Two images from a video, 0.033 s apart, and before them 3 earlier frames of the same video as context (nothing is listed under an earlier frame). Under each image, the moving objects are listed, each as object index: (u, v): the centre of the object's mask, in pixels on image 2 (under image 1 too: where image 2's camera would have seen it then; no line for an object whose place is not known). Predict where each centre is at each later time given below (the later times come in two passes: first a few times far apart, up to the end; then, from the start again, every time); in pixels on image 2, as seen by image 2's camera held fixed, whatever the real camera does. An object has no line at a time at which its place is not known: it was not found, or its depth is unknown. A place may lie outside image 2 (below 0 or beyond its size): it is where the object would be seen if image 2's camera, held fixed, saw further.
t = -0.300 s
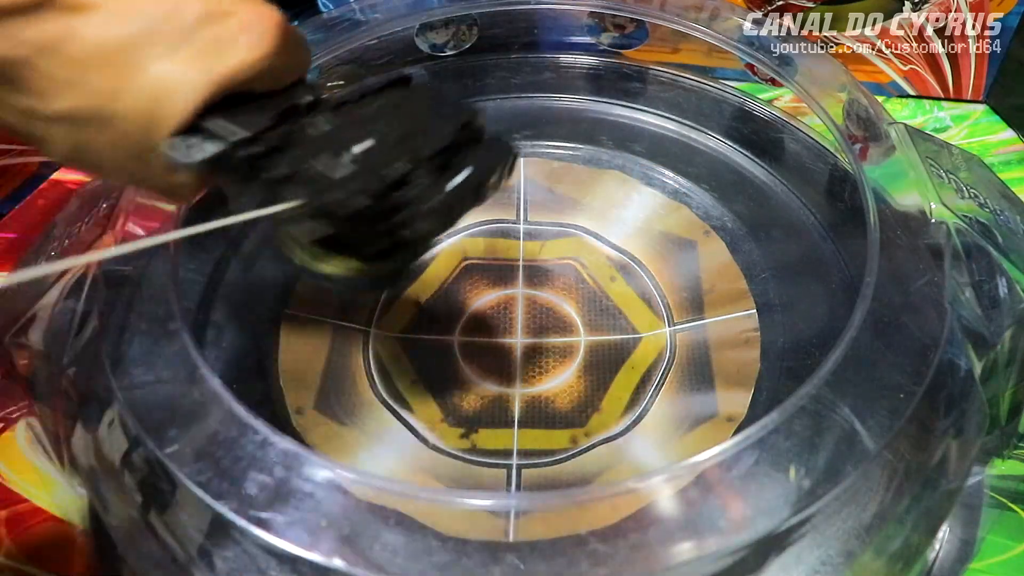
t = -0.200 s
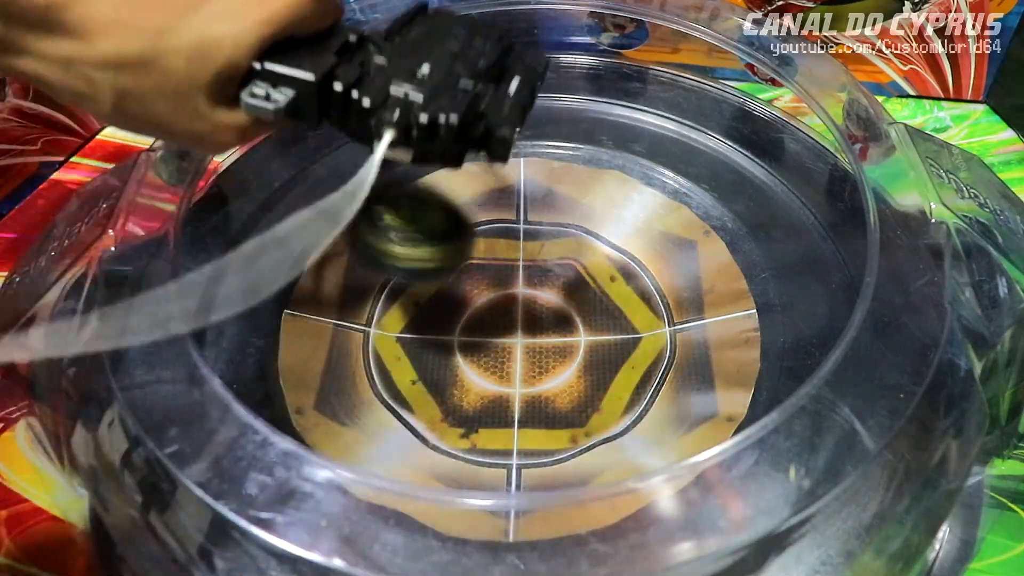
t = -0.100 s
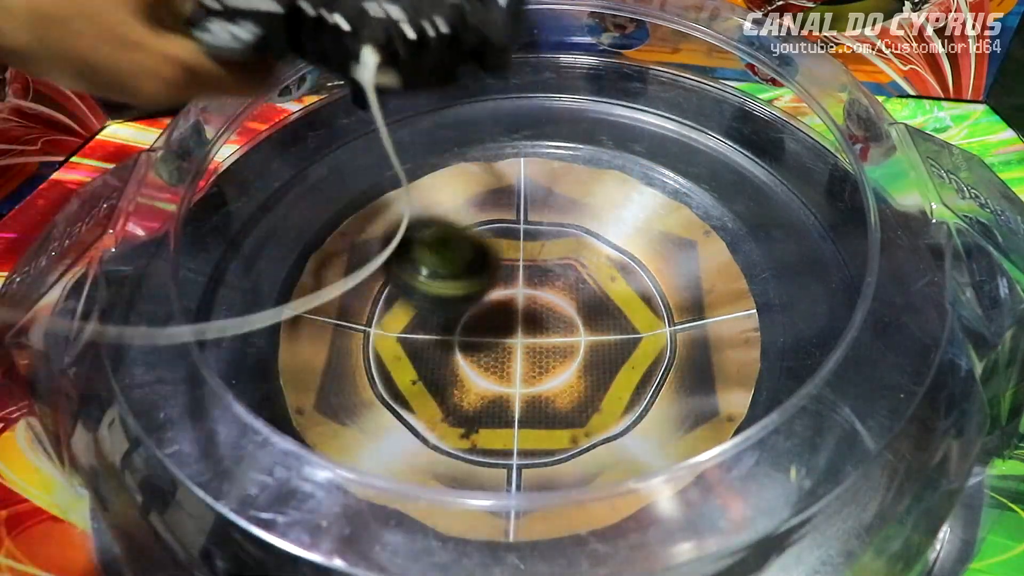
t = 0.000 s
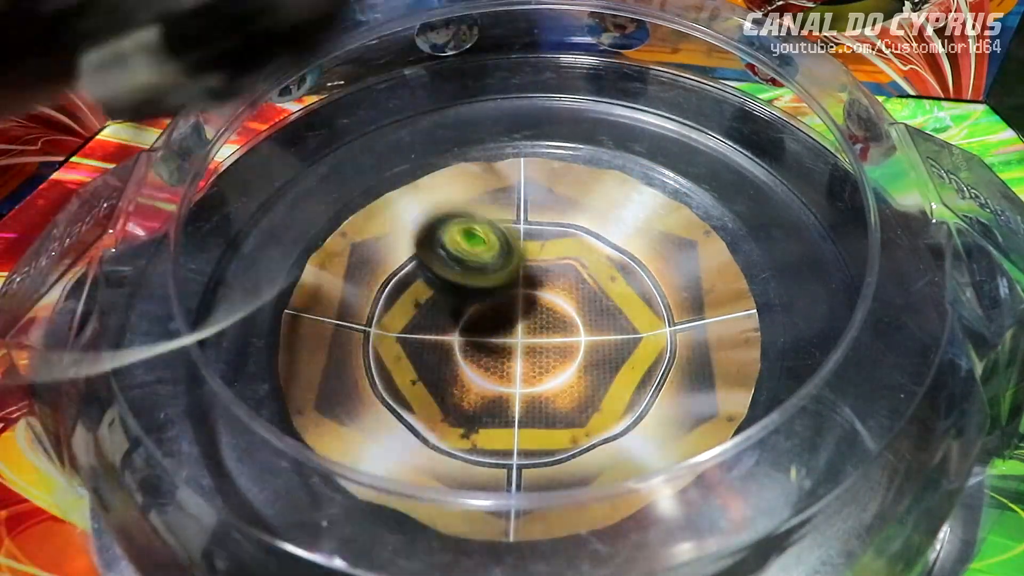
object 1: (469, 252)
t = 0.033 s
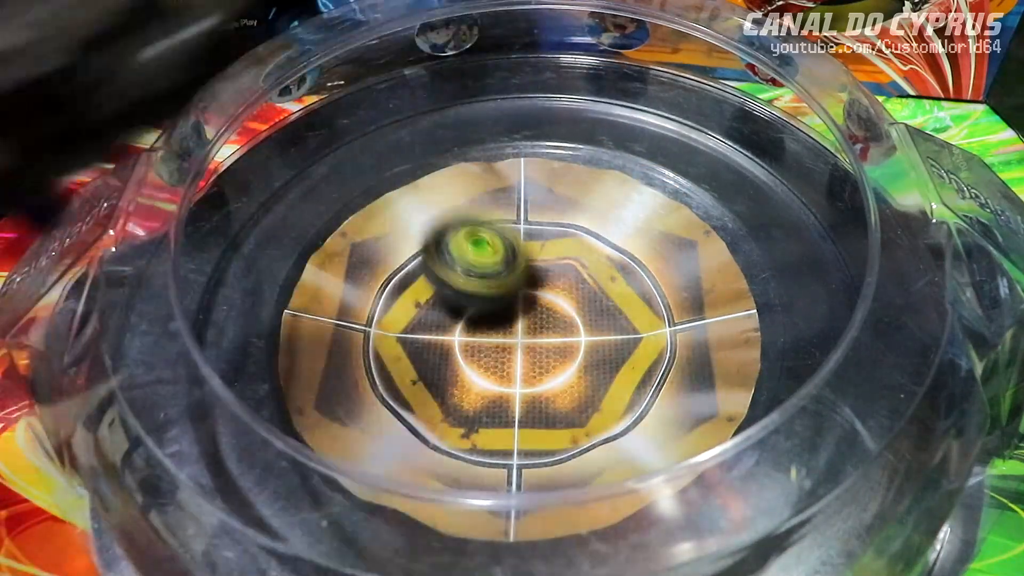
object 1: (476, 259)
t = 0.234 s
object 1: (429, 211)
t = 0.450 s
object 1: (283, 172)
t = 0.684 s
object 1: (359, 109)
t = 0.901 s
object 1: (346, 115)
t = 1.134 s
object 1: (466, 68)
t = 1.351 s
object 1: (541, 65)
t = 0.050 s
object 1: (473, 243)
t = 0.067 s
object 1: (470, 231)
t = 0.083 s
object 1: (468, 228)
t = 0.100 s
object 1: (467, 226)
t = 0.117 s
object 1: (464, 228)
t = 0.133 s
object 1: (465, 234)
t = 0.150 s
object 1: (464, 243)
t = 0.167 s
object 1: (460, 243)
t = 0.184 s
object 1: (453, 229)
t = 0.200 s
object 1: (444, 219)
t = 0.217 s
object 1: (436, 211)
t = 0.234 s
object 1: (429, 211)
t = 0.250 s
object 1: (422, 216)
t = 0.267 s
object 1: (415, 213)
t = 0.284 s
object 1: (405, 201)
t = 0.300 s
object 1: (394, 193)
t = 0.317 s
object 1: (384, 189)
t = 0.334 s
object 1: (370, 181)
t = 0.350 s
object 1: (355, 175)
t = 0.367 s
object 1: (340, 172)
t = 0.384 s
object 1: (326, 173)
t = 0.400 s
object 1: (310, 173)
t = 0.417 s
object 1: (294, 177)
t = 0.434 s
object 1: (288, 174)
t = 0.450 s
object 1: (283, 172)
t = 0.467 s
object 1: (281, 169)
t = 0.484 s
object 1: (282, 162)
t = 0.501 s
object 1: (283, 157)
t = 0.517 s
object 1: (286, 156)
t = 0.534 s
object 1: (289, 159)
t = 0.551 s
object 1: (293, 157)
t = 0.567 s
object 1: (299, 153)
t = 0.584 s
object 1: (307, 149)
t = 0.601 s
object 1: (317, 140)
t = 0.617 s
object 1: (324, 128)
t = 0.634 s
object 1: (332, 117)
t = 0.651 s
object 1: (341, 111)
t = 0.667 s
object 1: (350, 111)
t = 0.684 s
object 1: (359, 109)
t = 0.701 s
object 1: (367, 102)
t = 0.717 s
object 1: (376, 98)
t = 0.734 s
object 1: (381, 93)
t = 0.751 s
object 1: (383, 92)
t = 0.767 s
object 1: (387, 95)
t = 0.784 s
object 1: (385, 96)
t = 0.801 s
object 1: (382, 96)
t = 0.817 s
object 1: (377, 98)
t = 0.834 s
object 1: (371, 103)
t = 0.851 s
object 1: (363, 107)
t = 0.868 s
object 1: (357, 109)
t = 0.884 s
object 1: (352, 112)
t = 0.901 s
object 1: (346, 115)
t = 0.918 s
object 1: (338, 121)
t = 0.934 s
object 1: (335, 125)
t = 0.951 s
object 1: (332, 126)
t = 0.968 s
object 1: (334, 127)
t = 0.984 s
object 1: (340, 125)
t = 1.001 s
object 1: (347, 121)
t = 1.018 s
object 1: (359, 117)
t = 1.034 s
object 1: (371, 111)
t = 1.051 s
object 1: (390, 103)
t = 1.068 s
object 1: (404, 96)
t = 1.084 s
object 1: (422, 88)
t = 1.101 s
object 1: (439, 79)
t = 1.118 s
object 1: (455, 72)
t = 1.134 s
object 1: (466, 68)
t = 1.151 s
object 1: (476, 71)
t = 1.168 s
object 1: (486, 75)
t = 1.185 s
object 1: (498, 70)
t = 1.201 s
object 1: (509, 68)
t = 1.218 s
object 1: (516, 67)
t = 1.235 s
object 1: (521, 64)
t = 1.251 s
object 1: (523, 67)
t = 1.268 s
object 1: (522, 69)
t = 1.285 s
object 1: (521, 71)
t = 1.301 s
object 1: (524, 71)
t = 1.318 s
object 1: (529, 70)
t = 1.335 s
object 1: (536, 68)
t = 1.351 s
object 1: (541, 65)
